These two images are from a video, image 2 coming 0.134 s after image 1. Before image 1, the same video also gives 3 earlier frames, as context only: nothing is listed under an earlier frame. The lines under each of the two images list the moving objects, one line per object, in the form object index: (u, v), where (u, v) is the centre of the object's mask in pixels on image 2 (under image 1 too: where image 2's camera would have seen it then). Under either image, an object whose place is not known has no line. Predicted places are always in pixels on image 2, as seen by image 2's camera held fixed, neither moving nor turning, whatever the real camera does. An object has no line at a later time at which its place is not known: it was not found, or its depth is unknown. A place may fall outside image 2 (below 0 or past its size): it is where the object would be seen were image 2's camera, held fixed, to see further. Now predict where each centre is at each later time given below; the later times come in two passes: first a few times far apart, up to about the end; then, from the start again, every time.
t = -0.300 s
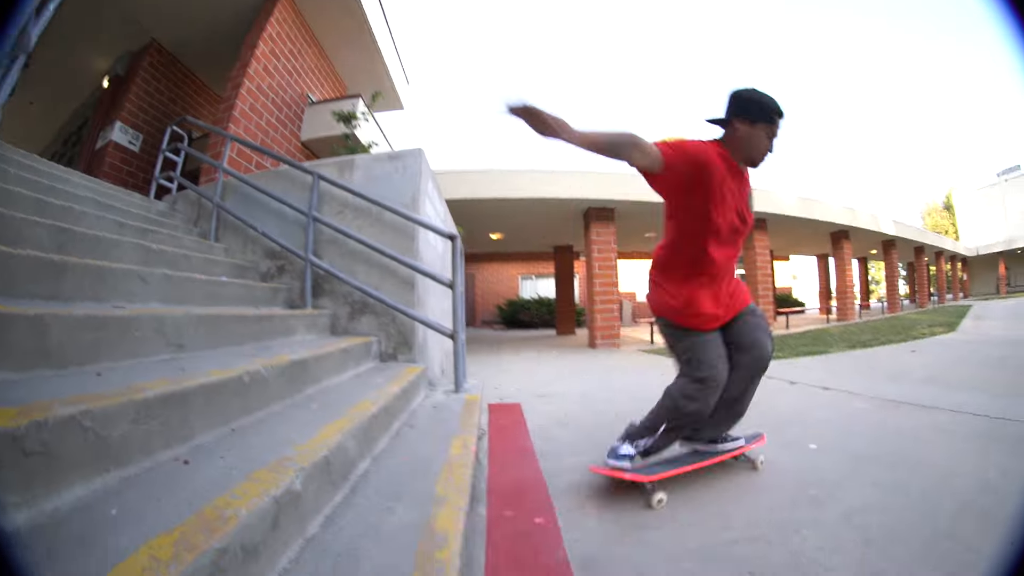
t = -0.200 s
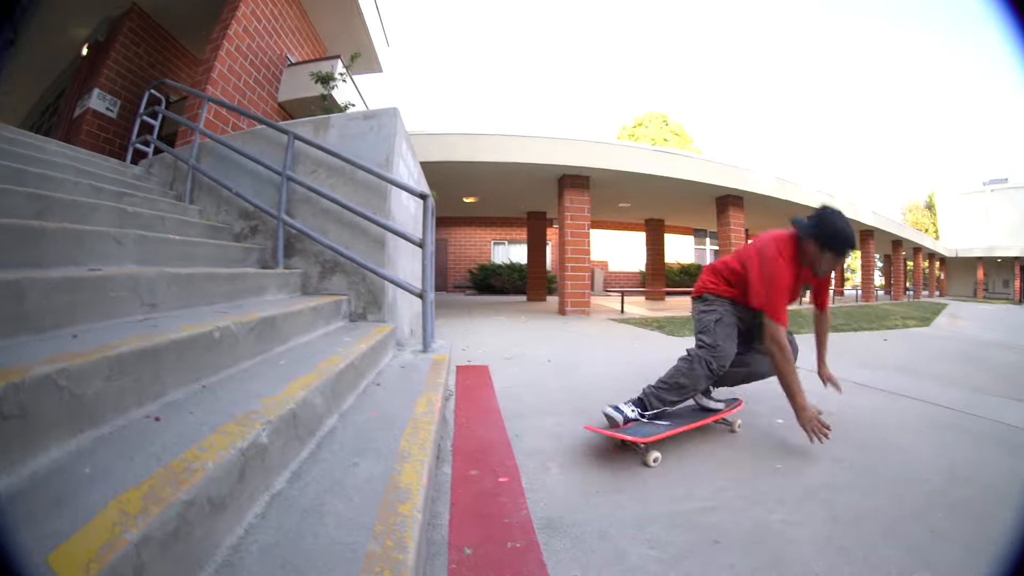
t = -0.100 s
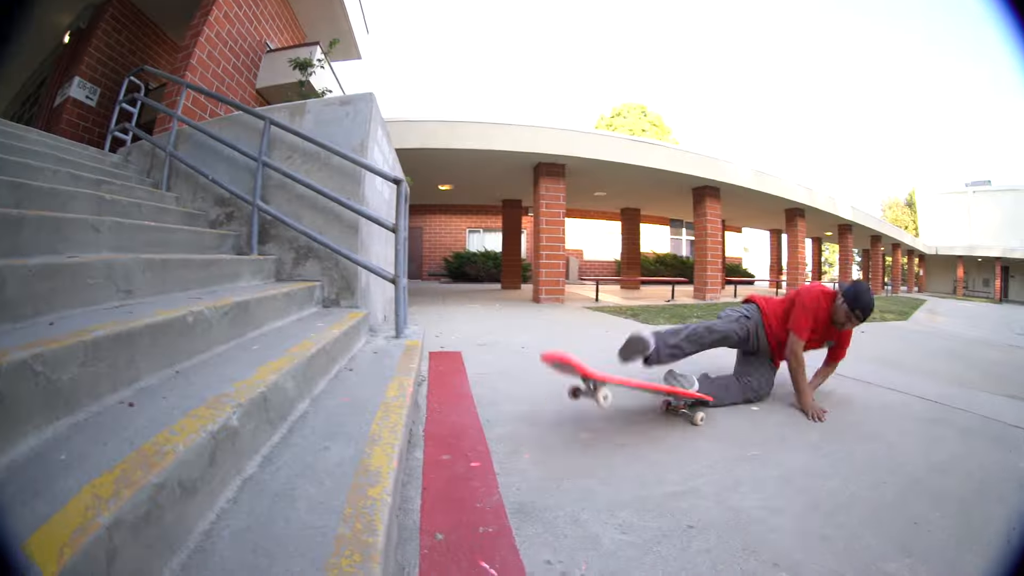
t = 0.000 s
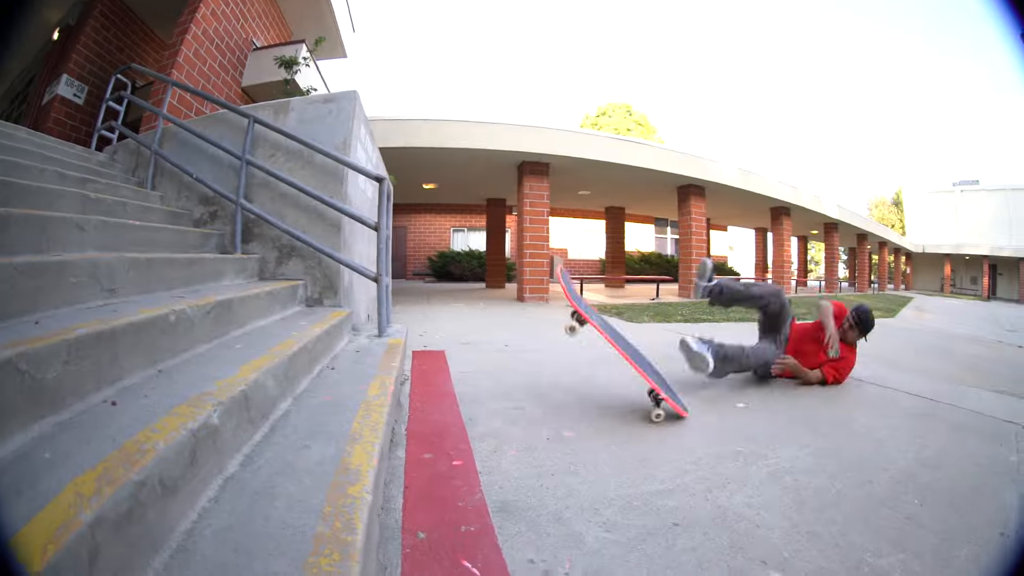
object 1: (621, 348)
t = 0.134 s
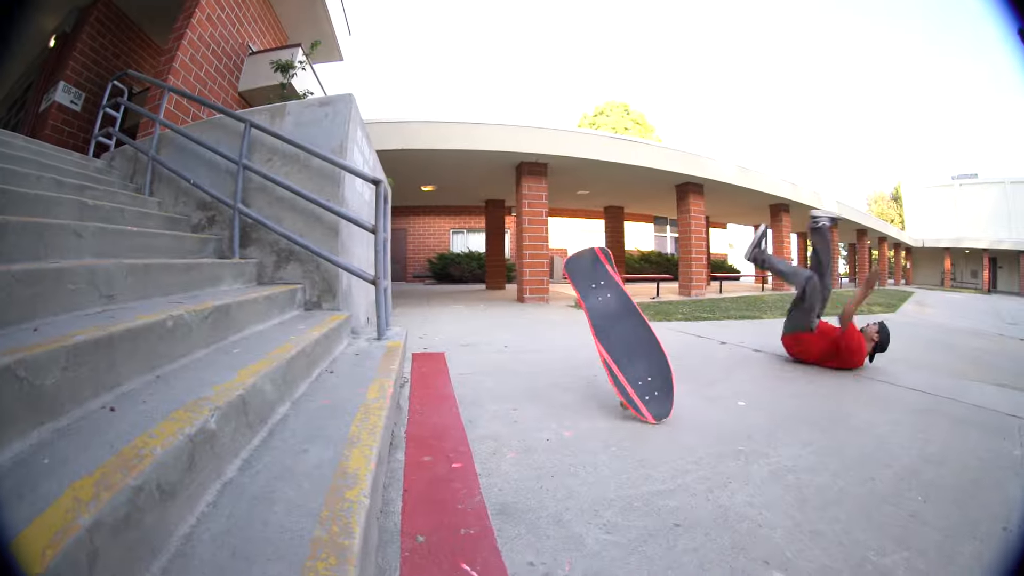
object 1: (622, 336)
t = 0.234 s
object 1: (623, 348)
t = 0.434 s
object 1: (632, 371)
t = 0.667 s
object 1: (659, 365)
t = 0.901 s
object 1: (672, 355)
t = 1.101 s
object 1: (678, 348)
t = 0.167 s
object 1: (622, 339)
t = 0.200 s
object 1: (623, 344)
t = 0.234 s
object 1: (623, 348)
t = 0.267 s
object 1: (624, 352)
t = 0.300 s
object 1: (624, 356)
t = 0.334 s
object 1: (623, 361)
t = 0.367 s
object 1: (625, 370)
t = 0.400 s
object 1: (628, 372)
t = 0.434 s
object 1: (632, 371)
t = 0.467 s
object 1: (637, 370)
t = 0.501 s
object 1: (642, 370)
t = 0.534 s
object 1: (648, 370)
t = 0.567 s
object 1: (653, 371)
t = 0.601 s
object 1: (655, 368)
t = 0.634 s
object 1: (657, 366)
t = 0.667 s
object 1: (659, 365)
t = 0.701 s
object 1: (662, 364)
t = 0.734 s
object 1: (663, 363)
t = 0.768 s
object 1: (665, 361)
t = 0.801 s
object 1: (667, 359)
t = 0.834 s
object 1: (668, 358)
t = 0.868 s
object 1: (670, 356)
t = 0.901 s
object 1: (672, 355)
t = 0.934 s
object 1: (673, 354)
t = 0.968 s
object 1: (674, 353)
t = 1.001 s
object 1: (675, 351)
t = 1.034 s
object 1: (676, 351)
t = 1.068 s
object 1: (677, 349)
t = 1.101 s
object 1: (678, 348)
